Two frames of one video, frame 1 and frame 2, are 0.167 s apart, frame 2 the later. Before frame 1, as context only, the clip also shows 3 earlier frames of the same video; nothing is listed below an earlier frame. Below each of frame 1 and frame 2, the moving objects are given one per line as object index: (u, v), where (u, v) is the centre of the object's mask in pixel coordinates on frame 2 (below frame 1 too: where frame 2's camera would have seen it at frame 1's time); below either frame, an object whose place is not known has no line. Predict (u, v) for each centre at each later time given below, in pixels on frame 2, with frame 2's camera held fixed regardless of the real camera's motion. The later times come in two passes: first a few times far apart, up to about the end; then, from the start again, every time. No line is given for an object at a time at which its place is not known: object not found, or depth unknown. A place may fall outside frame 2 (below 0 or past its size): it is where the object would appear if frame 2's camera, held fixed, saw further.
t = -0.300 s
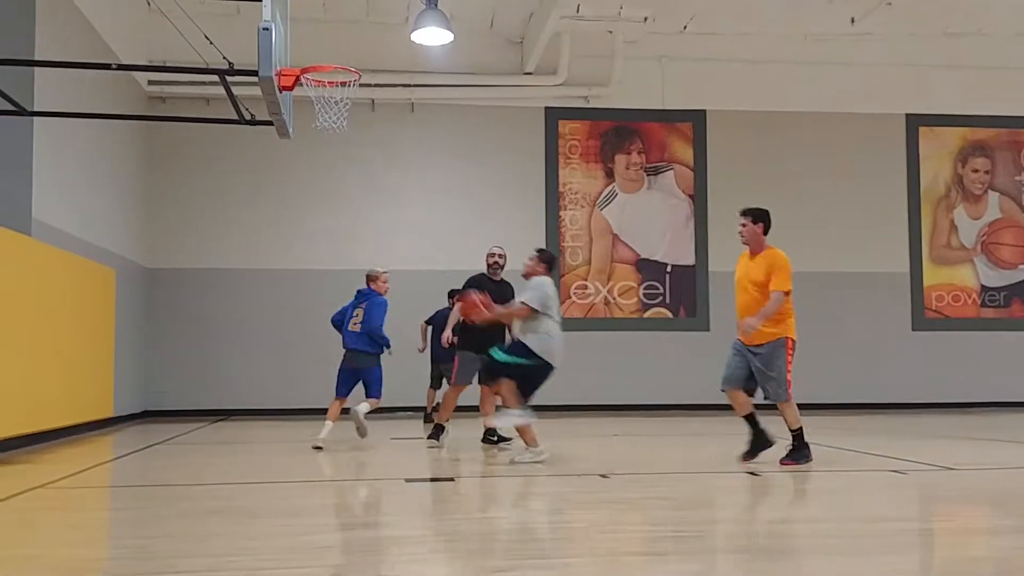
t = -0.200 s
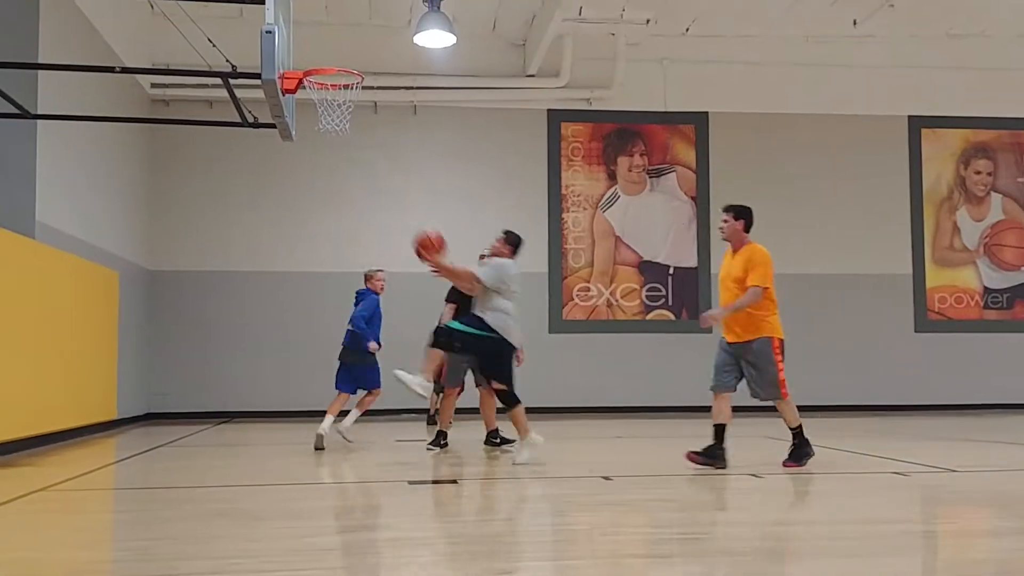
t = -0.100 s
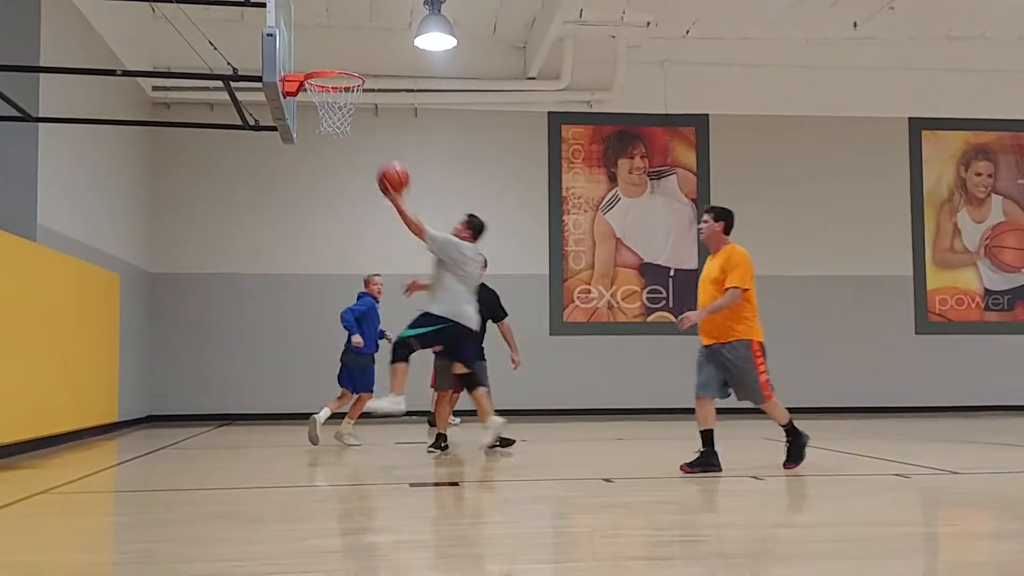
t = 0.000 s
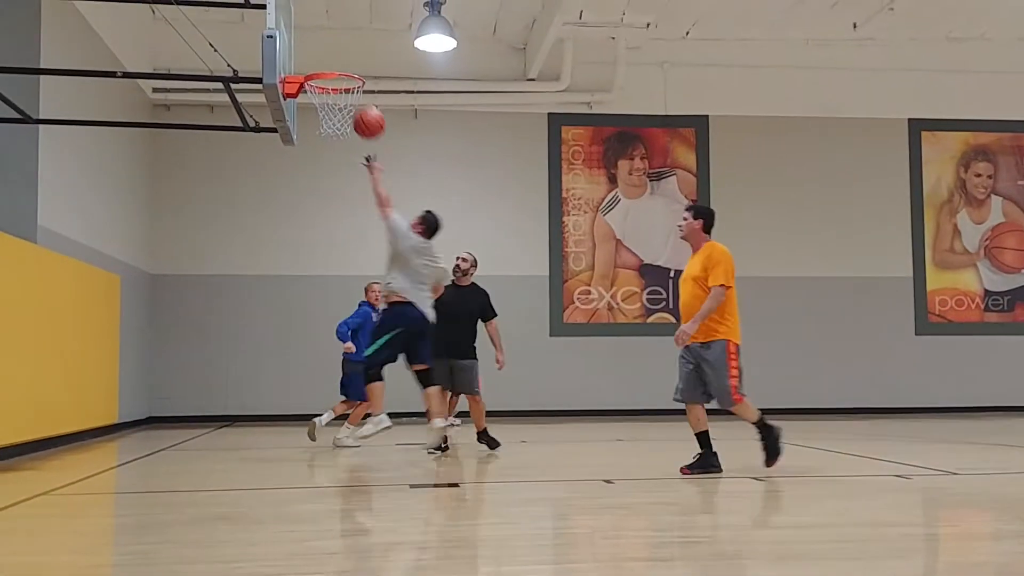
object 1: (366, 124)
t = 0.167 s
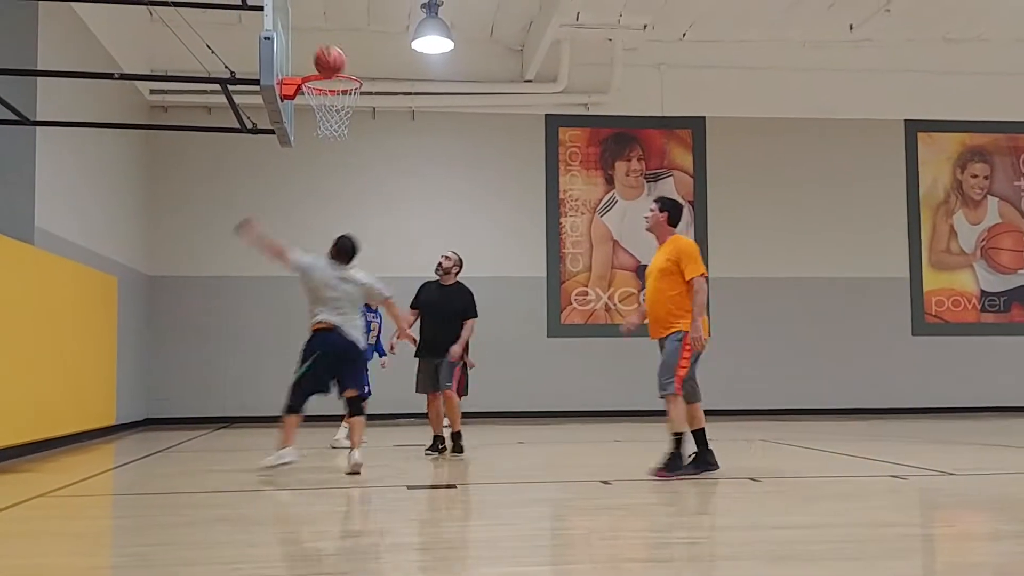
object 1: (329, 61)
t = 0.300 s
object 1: (301, 37)
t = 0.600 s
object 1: (342, 64)
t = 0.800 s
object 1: (364, 111)
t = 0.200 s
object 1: (322, 53)
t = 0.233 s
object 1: (315, 46)
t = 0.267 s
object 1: (308, 40)
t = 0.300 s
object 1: (301, 37)
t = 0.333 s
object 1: (295, 34)
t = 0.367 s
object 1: (301, 34)
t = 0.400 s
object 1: (307, 35)
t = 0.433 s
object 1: (313, 37)
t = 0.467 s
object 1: (318, 40)
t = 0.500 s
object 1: (324, 45)
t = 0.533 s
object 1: (330, 50)
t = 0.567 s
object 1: (336, 58)
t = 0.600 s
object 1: (342, 64)
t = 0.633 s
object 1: (347, 75)
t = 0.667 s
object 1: (351, 81)
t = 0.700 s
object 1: (354, 88)
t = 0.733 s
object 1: (363, 97)
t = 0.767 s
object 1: (363, 103)
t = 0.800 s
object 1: (364, 111)
